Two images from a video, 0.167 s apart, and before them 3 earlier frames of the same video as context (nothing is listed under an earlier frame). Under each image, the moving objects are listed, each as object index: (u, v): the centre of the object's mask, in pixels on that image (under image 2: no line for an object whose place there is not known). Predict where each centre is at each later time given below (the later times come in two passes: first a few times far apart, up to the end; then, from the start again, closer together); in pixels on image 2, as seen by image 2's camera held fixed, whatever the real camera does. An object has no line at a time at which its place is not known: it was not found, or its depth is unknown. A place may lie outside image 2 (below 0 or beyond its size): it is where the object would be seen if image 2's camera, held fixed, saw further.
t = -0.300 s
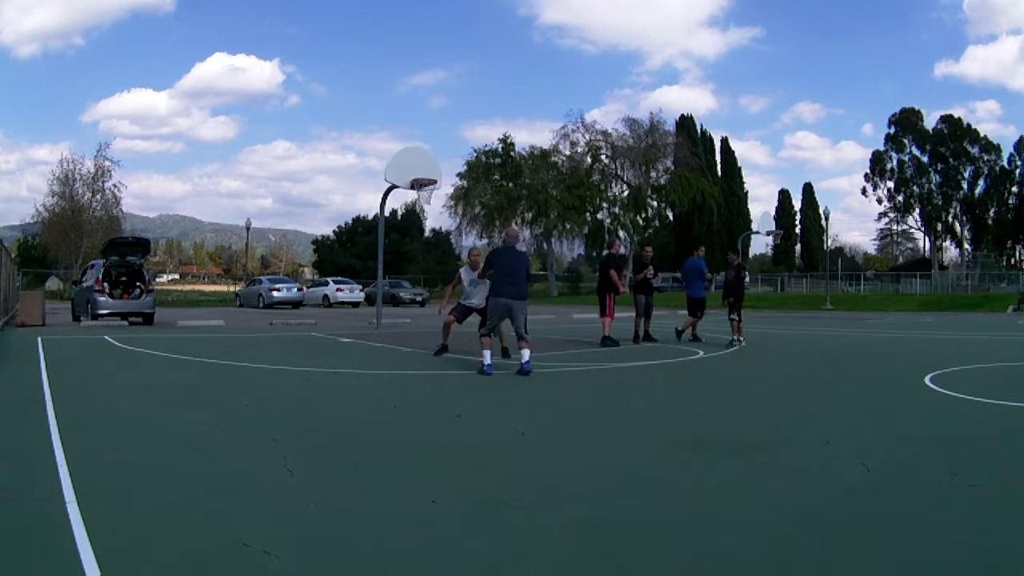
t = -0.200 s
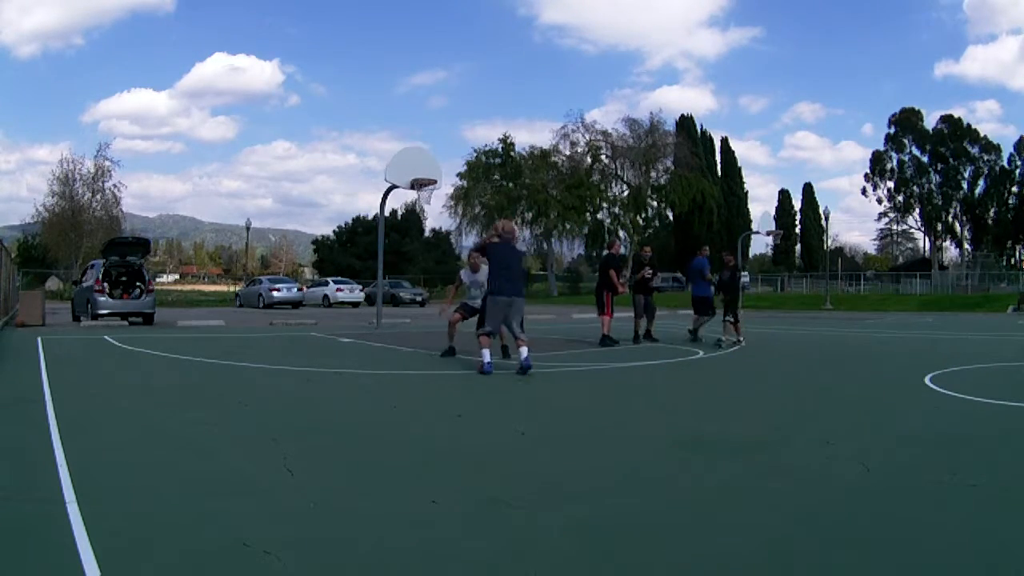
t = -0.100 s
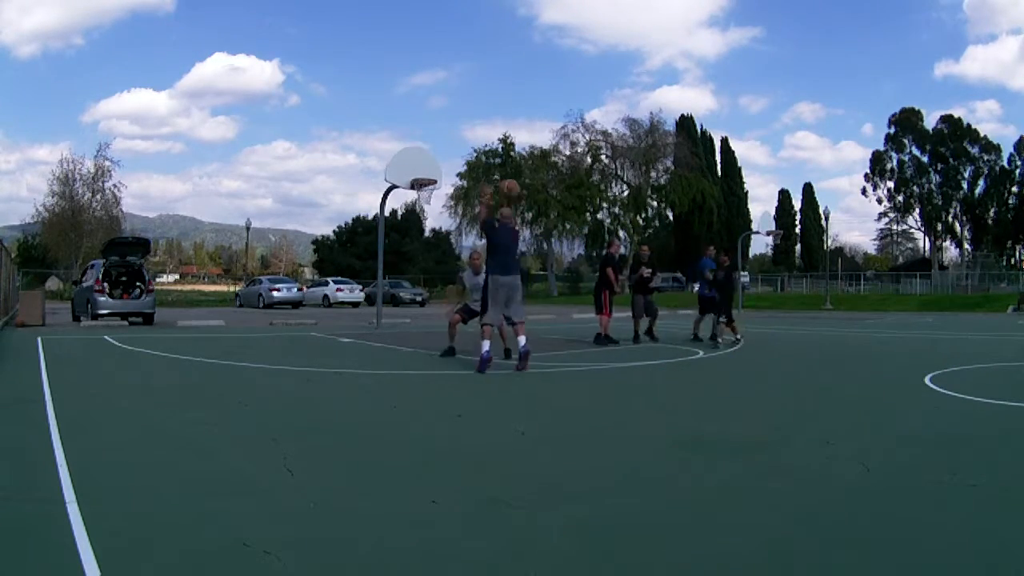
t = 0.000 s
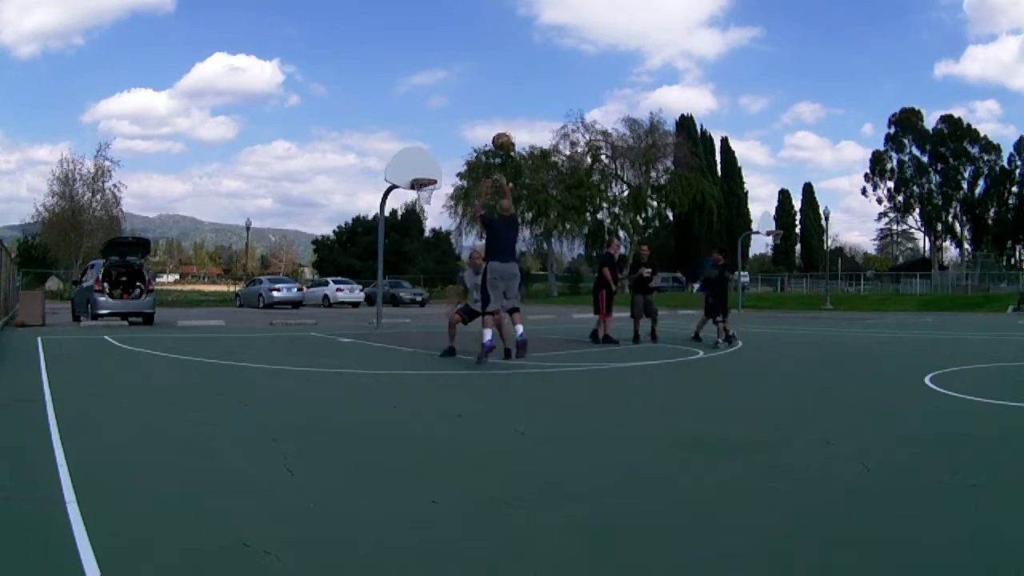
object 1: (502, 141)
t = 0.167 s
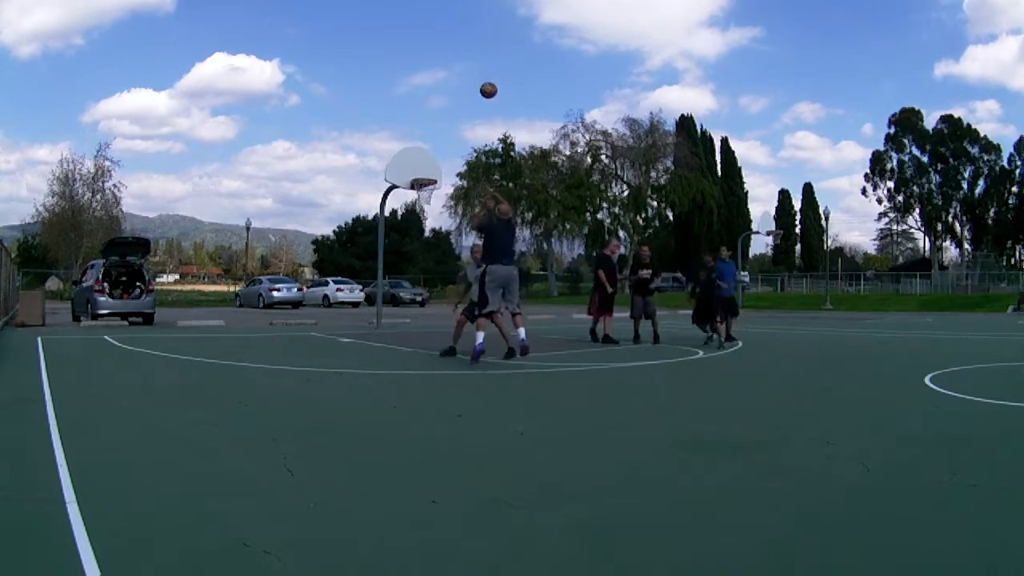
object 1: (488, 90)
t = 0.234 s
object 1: (483, 77)
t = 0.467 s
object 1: (469, 58)
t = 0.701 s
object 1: (455, 71)
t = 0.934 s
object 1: (443, 109)
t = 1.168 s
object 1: (431, 170)
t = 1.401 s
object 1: (427, 174)
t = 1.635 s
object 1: (437, 172)
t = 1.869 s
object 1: (444, 179)
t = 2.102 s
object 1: (452, 208)
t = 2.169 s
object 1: (455, 220)
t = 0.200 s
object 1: (485, 83)
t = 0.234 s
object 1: (483, 77)
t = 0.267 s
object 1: (481, 72)
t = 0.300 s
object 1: (479, 67)
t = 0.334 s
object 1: (477, 64)
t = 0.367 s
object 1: (475, 61)
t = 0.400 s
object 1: (473, 60)
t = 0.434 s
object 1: (471, 58)
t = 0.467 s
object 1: (469, 58)
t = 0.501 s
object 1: (467, 58)
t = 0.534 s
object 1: (465, 59)
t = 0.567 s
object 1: (463, 60)
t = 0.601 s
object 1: (461, 62)
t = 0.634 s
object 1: (459, 65)
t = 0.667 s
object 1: (457, 68)
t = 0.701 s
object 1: (455, 71)
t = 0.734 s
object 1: (454, 75)
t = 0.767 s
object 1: (452, 80)
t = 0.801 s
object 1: (450, 85)
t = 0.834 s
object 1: (448, 90)
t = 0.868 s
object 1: (446, 96)
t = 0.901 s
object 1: (445, 103)
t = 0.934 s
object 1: (443, 109)
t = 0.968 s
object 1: (441, 117)
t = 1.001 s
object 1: (440, 125)
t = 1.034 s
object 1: (438, 133)
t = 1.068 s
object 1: (436, 142)
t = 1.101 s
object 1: (435, 151)
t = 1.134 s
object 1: (433, 160)
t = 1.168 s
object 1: (431, 170)
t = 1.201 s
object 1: (429, 175)
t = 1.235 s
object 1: (427, 176)
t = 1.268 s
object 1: (425, 177)
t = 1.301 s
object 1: (422, 176)
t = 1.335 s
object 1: (420, 175)
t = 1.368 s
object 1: (424, 174)
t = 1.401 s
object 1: (427, 174)
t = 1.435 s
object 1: (431, 174)
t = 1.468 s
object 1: (434, 174)
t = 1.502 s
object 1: (435, 173)
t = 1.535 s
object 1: (435, 172)
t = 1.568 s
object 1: (436, 172)
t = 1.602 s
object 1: (436, 172)
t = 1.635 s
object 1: (437, 172)
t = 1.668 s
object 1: (437, 173)
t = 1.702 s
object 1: (438, 175)
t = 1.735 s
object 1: (439, 175)
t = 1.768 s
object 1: (440, 175)
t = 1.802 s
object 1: (441, 175)
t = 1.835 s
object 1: (443, 177)
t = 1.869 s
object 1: (444, 179)
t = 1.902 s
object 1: (445, 181)
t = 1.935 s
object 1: (446, 184)
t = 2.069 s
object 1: (451, 201)
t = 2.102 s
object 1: (452, 208)
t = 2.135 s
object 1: (454, 212)
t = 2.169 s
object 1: (455, 220)
